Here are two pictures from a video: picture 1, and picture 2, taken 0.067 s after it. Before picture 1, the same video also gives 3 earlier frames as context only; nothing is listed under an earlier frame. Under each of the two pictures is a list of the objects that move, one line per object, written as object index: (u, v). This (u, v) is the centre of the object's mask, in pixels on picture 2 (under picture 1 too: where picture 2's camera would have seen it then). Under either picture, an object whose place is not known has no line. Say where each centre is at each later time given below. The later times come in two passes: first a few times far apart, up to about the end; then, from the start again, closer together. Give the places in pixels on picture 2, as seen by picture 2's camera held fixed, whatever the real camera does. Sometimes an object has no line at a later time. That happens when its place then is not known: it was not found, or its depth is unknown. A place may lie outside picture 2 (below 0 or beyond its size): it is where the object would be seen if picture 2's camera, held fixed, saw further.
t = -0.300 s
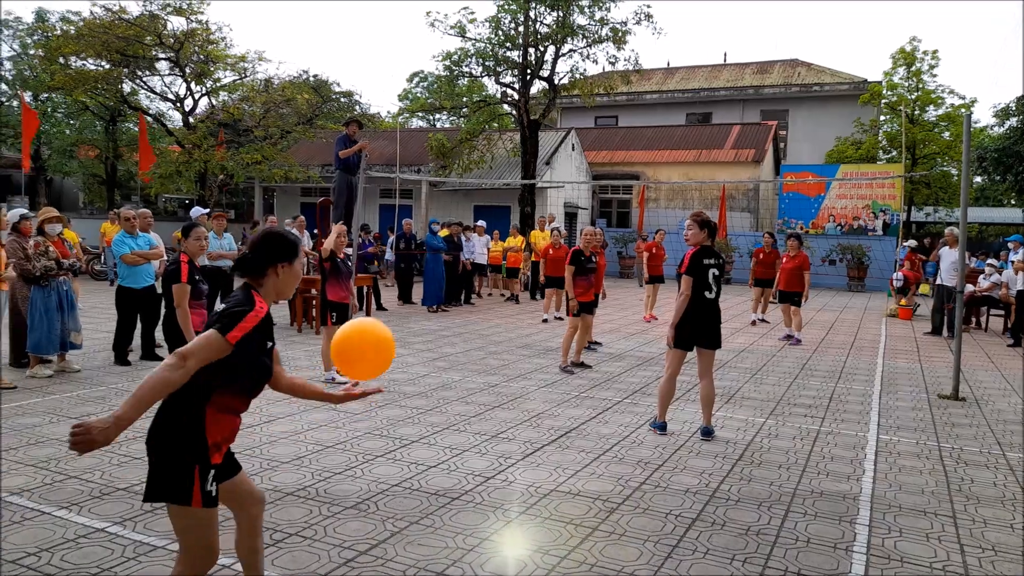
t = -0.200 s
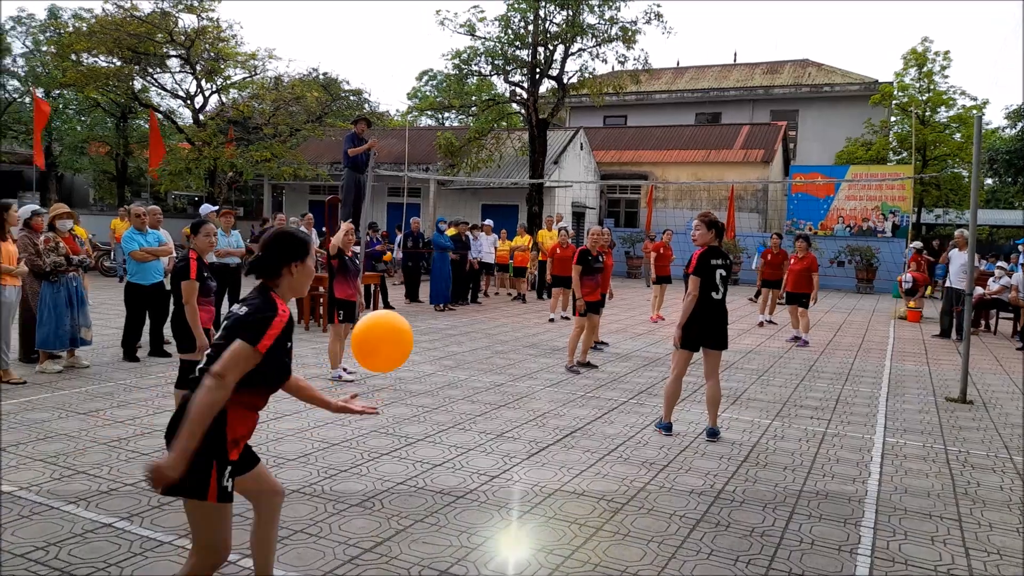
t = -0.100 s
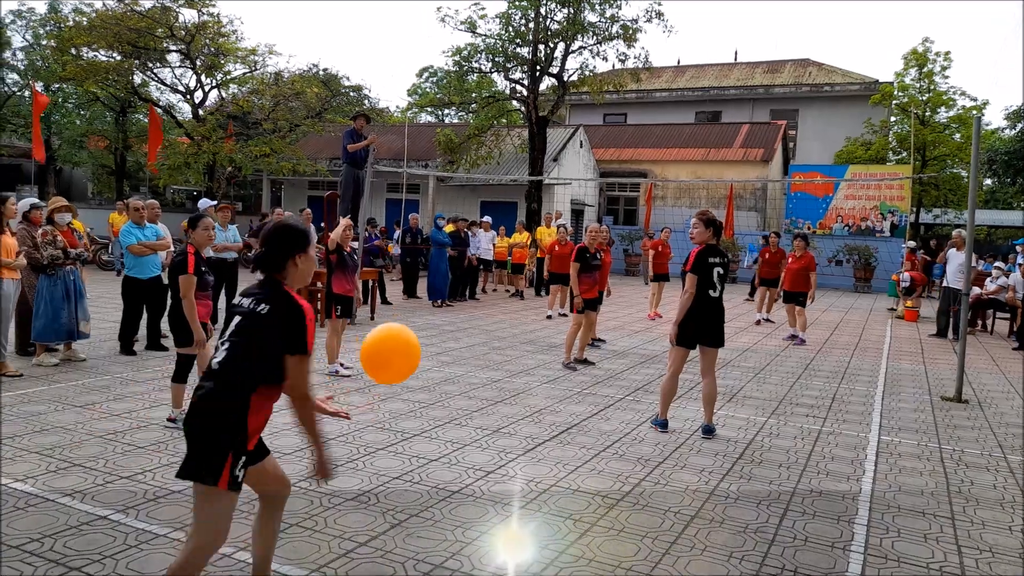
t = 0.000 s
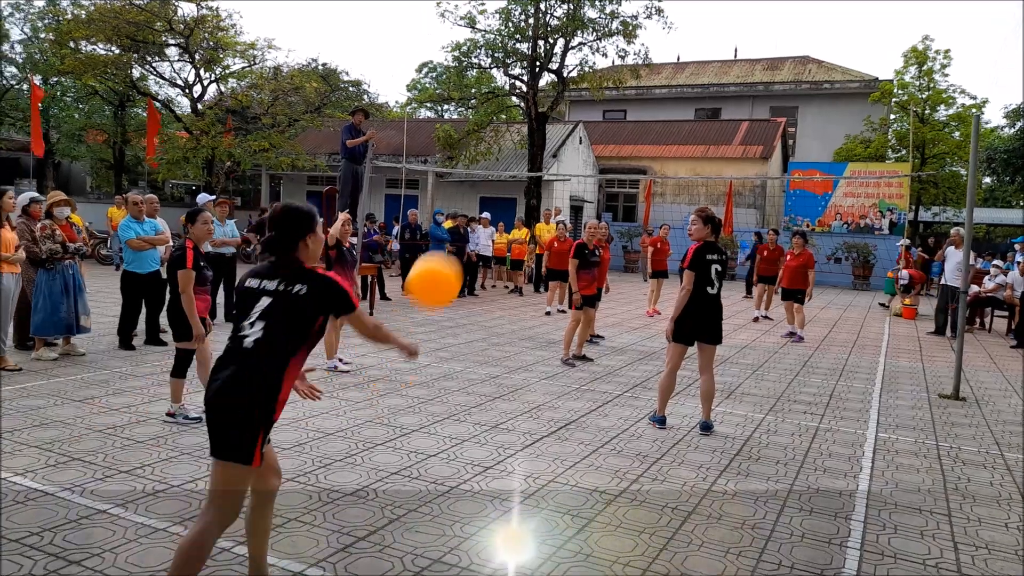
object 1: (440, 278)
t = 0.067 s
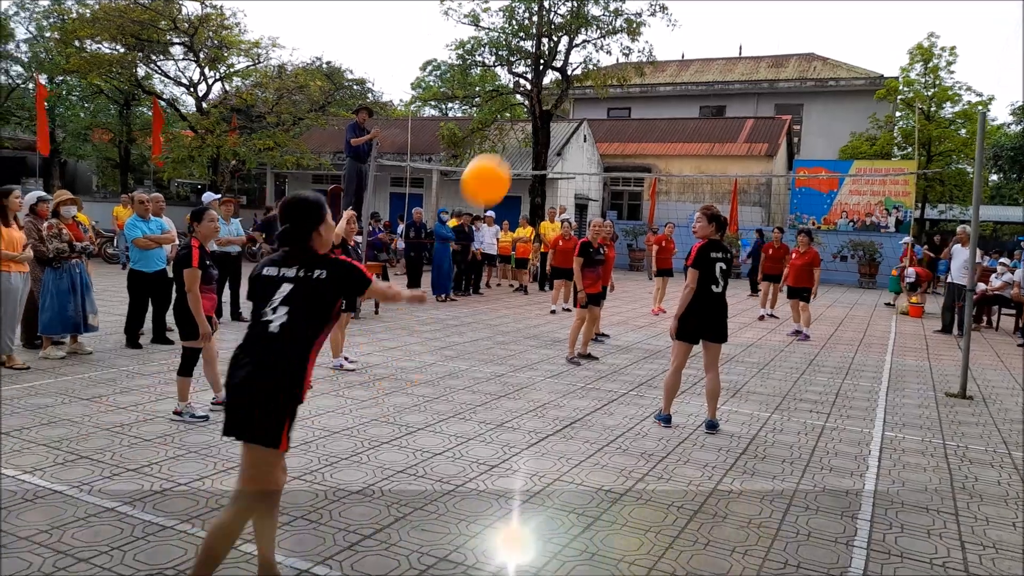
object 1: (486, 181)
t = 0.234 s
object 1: (563, 36)
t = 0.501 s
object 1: (624, -9)
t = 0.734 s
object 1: (652, 9)
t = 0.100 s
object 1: (505, 141)
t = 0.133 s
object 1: (523, 107)
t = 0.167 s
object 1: (538, 80)
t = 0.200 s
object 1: (550, 55)
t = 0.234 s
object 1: (563, 36)
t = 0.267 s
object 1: (574, 19)
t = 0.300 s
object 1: (583, 13)
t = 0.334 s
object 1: (590, 7)
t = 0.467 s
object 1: (618, -7)
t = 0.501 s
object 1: (624, -9)
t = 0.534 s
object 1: (630, -9)
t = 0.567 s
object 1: (634, -8)
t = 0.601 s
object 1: (639, -6)
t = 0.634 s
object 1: (642, -4)
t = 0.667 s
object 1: (646, -1)
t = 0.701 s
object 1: (649, 3)
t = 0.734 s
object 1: (652, 9)
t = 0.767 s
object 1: (654, 15)
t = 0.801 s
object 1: (656, 23)
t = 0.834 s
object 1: (659, 31)
